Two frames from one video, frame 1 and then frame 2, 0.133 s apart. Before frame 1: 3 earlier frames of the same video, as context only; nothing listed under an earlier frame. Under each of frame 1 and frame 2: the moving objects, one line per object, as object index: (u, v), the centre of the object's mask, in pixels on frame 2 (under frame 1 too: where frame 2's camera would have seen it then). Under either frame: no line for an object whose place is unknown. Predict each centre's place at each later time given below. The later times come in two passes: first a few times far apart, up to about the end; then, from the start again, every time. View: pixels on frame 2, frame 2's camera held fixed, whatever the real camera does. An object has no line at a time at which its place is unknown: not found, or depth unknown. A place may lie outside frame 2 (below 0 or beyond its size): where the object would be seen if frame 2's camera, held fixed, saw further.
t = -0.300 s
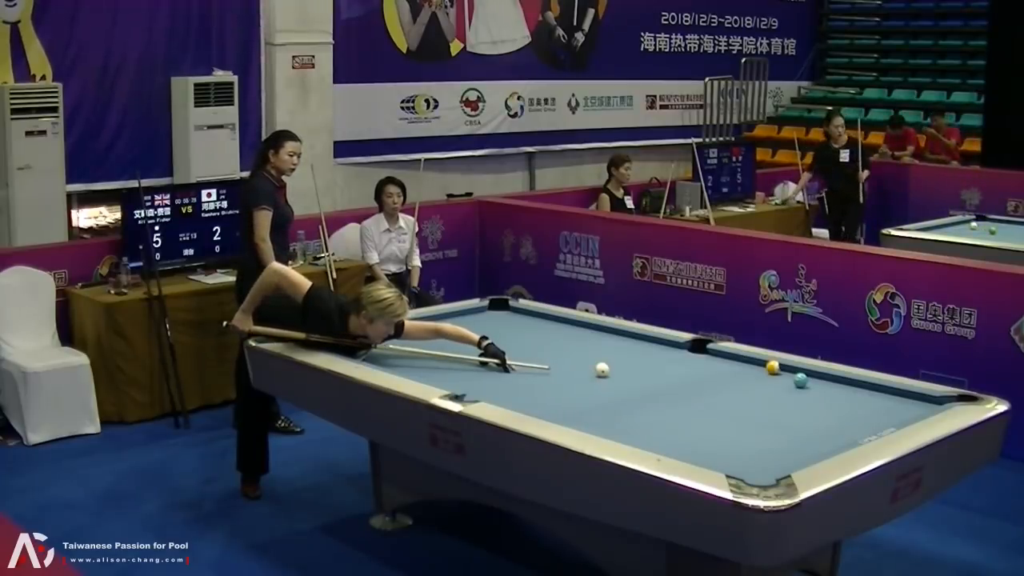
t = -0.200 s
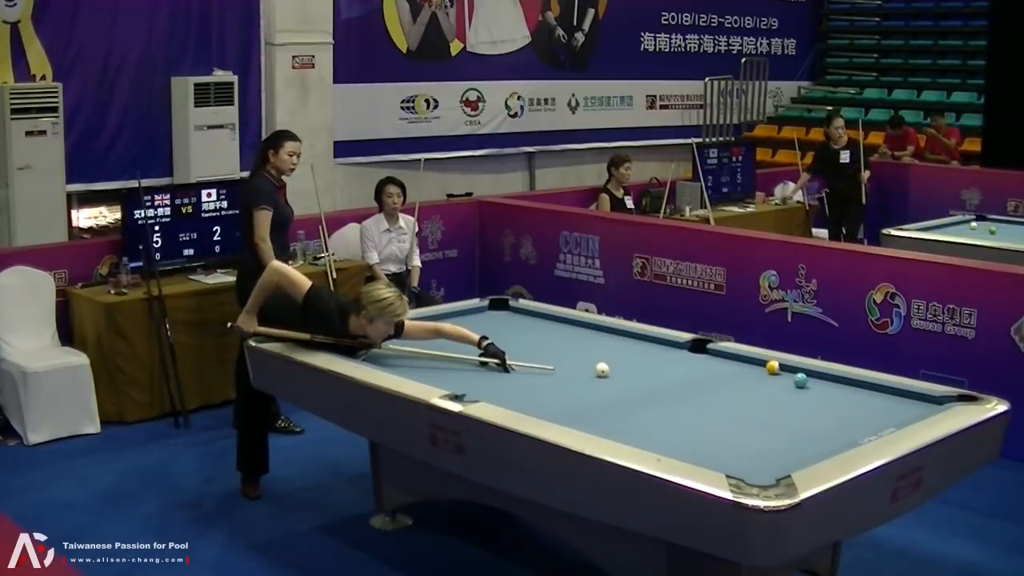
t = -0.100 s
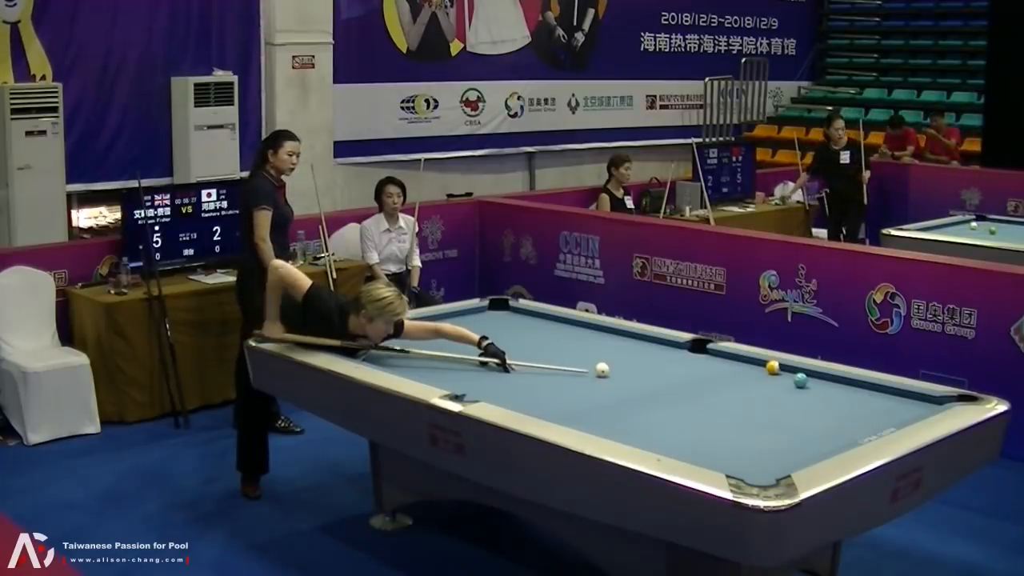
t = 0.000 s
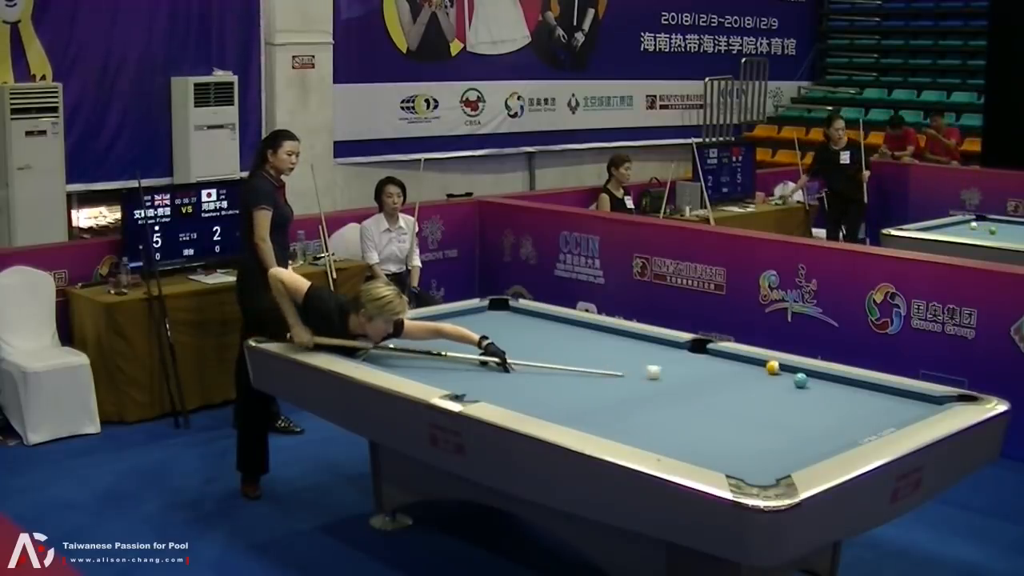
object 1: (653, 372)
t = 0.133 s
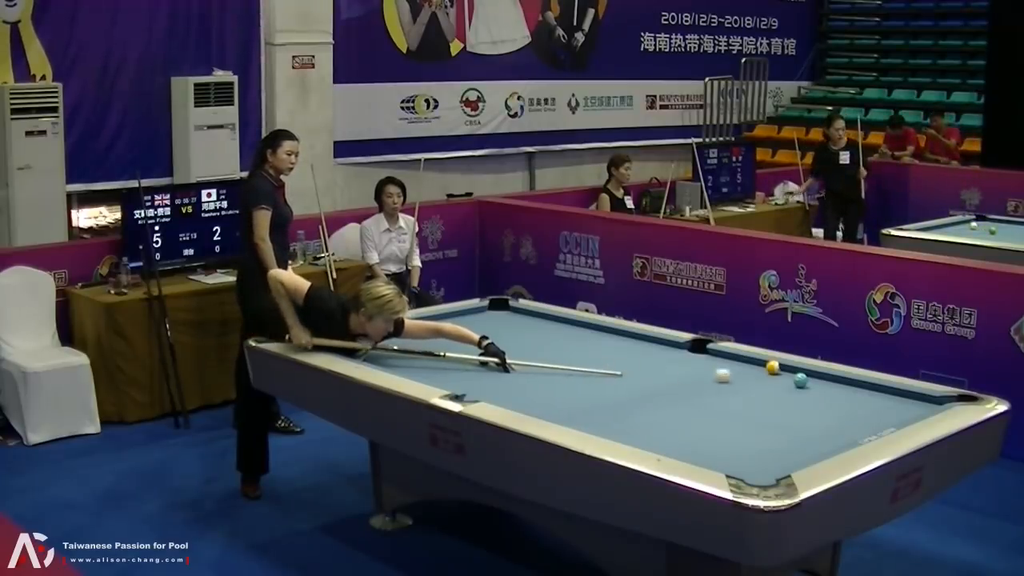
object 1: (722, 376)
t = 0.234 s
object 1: (767, 378)
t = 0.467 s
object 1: (799, 374)
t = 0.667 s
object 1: (794, 372)
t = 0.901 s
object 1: (778, 373)
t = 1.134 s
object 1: (761, 373)
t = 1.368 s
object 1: (747, 373)
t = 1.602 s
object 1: (733, 374)
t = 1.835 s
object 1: (720, 374)
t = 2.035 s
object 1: (710, 374)
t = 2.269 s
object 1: (698, 374)
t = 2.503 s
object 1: (689, 374)
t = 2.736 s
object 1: (680, 375)
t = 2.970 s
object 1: (672, 374)
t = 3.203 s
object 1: (665, 375)
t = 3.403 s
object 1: (660, 375)
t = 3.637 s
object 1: (655, 375)
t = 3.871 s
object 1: (651, 375)
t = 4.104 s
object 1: (648, 375)
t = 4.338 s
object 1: (646, 375)
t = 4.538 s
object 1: (645, 375)
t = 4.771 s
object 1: (645, 375)
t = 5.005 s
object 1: (645, 375)
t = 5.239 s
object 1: (645, 375)
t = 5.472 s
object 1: (645, 375)
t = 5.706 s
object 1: (645, 375)
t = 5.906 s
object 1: (645, 375)
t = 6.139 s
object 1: (645, 375)
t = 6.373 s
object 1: (645, 375)
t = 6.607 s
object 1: (645, 375)
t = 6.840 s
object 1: (645, 375)
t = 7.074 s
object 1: (645, 375)
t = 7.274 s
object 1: (645, 375)
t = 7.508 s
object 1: (645, 375)
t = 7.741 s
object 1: (645, 375)
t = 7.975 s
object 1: (645, 375)
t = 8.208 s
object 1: (645, 375)
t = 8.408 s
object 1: (645, 375)
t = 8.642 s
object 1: (645, 375)
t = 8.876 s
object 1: (645, 375)
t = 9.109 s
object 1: (645, 375)
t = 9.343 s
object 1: (645, 375)
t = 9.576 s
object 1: (645, 375)
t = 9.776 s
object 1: (645, 375)
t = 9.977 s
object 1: (645, 375)
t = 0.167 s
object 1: (738, 377)
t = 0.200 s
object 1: (753, 377)
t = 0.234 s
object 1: (767, 378)
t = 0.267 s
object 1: (782, 378)
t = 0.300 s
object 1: (789, 378)
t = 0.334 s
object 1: (791, 377)
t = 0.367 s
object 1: (793, 376)
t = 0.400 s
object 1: (795, 375)
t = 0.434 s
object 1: (797, 375)
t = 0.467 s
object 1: (799, 374)
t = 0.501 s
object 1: (801, 373)
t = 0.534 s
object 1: (803, 372)
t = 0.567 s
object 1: (801, 372)
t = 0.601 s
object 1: (798, 372)
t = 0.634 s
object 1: (796, 372)
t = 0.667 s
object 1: (794, 372)
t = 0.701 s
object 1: (791, 372)
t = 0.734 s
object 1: (789, 372)
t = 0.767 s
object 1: (786, 373)
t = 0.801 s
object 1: (784, 372)
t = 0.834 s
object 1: (782, 372)
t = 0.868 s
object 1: (780, 373)
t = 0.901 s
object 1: (778, 373)
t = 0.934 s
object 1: (775, 373)
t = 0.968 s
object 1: (773, 373)
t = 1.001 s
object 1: (771, 373)
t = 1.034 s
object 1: (768, 373)
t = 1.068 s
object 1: (766, 373)
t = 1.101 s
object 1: (764, 373)
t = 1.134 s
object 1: (761, 373)
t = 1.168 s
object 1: (759, 373)
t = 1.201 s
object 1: (758, 373)
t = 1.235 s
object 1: (756, 373)
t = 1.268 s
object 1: (754, 373)
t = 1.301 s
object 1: (751, 373)
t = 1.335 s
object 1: (749, 373)
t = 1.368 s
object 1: (747, 373)
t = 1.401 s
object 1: (745, 373)
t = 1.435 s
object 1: (743, 373)
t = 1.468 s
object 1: (741, 373)
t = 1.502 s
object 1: (739, 373)
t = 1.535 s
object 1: (737, 373)
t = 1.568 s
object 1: (735, 374)
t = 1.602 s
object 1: (733, 374)
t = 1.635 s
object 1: (732, 374)
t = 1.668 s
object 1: (729, 374)
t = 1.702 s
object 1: (727, 374)
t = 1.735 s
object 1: (725, 374)
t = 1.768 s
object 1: (723, 374)
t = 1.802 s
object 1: (722, 374)
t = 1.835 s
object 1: (720, 374)
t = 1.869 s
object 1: (719, 374)
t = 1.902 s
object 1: (717, 374)
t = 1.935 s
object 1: (715, 374)
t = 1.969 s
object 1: (713, 374)
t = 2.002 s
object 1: (712, 374)
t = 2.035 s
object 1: (710, 374)
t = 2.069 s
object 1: (708, 374)
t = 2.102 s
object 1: (707, 374)
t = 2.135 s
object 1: (705, 374)
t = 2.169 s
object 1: (703, 374)
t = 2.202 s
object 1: (702, 374)
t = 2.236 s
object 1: (700, 374)
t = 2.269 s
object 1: (698, 374)
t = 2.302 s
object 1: (697, 374)
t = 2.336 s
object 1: (696, 374)
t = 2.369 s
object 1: (694, 374)
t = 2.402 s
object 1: (692, 374)
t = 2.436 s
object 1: (691, 374)
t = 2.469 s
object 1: (690, 374)
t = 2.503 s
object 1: (689, 374)
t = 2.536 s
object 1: (688, 374)
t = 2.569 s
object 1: (686, 374)
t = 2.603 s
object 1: (684, 375)
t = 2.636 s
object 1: (683, 374)
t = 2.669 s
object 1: (682, 374)
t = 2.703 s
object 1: (681, 375)
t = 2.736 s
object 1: (680, 375)
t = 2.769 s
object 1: (678, 374)
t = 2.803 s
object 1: (677, 375)
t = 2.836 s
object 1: (676, 374)
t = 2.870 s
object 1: (675, 374)
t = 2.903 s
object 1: (674, 375)
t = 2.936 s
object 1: (672, 375)
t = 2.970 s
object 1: (672, 374)
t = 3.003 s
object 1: (670, 375)
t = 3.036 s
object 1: (669, 375)
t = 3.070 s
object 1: (668, 375)
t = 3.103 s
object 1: (667, 374)
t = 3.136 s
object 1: (666, 375)
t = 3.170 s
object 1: (665, 375)
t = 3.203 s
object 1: (665, 375)
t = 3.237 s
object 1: (664, 375)
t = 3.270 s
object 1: (663, 375)
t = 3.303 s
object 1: (662, 375)
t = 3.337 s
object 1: (661, 375)
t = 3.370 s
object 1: (660, 375)
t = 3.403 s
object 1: (660, 375)
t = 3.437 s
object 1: (659, 375)
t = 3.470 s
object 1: (658, 375)
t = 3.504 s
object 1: (657, 374)
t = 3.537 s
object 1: (657, 375)
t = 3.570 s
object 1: (656, 375)
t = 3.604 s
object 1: (655, 375)
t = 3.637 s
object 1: (655, 375)
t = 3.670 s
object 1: (654, 375)
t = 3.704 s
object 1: (654, 375)
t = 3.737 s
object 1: (653, 375)
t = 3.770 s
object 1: (653, 375)
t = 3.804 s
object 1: (652, 375)
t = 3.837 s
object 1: (651, 375)
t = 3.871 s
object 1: (651, 375)
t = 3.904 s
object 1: (651, 375)
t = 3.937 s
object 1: (650, 375)
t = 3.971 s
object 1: (650, 375)
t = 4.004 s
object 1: (649, 375)
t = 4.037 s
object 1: (649, 375)
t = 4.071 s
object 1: (648, 375)
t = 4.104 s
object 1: (648, 375)
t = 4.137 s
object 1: (648, 375)
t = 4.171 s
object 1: (647, 375)
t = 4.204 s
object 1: (647, 375)
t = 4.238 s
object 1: (647, 375)
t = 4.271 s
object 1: (647, 375)
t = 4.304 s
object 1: (646, 375)
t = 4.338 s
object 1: (646, 375)
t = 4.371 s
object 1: (646, 375)
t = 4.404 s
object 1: (646, 375)
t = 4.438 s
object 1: (646, 375)
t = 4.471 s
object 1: (646, 375)
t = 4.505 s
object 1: (645, 375)
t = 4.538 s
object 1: (645, 375)
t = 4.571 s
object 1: (645, 375)
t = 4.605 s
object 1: (645, 375)
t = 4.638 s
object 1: (645, 375)
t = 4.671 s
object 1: (645, 375)
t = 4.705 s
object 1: (645, 375)
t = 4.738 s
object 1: (645, 375)
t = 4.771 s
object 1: (645, 375)
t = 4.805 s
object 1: (645, 375)
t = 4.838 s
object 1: (645, 375)
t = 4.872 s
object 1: (645, 375)
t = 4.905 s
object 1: (645, 375)
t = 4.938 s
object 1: (645, 375)
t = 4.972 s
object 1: (645, 375)
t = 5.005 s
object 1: (645, 375)
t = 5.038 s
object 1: (645, 375)
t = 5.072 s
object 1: (645, 375)
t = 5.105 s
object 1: (645, 375)
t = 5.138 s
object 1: (645, 375)
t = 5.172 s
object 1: (645, 375)
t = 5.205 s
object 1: (645, 375)
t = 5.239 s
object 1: (645, 375)
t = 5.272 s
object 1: (645, 375)
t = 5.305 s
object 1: (645, 375)
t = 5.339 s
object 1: (645, 375)
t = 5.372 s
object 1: (645, 375)
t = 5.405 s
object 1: (645, 375)
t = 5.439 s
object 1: (645, 375)
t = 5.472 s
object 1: (645, 375)
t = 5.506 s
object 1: (645, 375)
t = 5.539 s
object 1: (645, 375)
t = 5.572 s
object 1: (645, 375)
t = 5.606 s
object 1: (645, 375)
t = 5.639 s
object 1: (645, 375)
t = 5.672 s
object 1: (645, 375)
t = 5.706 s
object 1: (645, 375)
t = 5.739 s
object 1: (645, 375)
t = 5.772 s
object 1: (645, 375)
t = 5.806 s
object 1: (645, 375)
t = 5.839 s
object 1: (645, 375)
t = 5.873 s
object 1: (645, 375)
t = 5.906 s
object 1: (645, 375)
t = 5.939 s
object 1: (645, 375)
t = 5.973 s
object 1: (645, 375)
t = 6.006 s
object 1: (645, 375)
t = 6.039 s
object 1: (645, 375)
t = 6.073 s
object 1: (645, 375)
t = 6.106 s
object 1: (645, 375)
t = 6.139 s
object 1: (645, 375)
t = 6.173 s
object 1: (645, 375)
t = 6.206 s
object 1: (645, 375)
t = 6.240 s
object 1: (645, 375)
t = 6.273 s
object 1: (645, 375)
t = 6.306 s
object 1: (645, 375)
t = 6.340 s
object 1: (645, 375)
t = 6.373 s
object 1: (645, 375)
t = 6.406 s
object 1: (645, 375)
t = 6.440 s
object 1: (645, 375)
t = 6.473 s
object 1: (645, 375)
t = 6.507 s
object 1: (645, 375)
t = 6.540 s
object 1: (645, 375)
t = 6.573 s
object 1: (645, 375)
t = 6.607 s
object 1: (645, 375)
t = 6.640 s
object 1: (645, 375)
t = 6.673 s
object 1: (645, 375)
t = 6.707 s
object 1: (645, 375)
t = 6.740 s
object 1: (645, 375)
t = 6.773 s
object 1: (645, 375)
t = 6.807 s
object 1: (645, 375)
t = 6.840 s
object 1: (645, 375)
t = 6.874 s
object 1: (645, 375)
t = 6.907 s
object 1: (645, 375)
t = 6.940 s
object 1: (645, 375)
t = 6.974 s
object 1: (645, 375)
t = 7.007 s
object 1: (645, 375)
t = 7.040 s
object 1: (645, 375)
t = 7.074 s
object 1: (645, 375)
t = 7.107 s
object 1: (645, 375)
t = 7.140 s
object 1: (645, 375)
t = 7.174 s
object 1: (645, 375)
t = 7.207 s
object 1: (645, 375)
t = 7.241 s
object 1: (645, 375)
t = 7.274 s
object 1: (645, 375)
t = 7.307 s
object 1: (645, 375)
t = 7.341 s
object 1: (645, 375)
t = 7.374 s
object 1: (645, 375)
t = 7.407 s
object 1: (645, 375)
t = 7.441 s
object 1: (645, 375)
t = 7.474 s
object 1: (645, 375)
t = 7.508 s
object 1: (645, 375)
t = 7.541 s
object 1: (645, 375)
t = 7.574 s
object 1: (645, 375)
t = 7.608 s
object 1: (645, 375)
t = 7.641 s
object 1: (645, 375)
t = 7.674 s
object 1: (645, 375)
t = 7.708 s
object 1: (645, 375)
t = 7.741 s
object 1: (645, 375)
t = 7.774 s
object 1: (645, 375)
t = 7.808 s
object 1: (645, 375)
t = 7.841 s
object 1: (645, 375)
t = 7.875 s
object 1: (645, 375)
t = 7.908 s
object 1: (645, 375)
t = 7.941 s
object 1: (645, 375)
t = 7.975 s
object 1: (645, 375)
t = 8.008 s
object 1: (645, 375)
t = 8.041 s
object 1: (645, 375)
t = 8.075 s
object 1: (645, 375)
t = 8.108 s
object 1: (645, 375)
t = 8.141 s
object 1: (645, 375)
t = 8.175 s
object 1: (645, 375)
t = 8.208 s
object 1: (645, 375)
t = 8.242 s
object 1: (645, 375)
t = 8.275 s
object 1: (645, 375)
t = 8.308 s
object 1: (645, 375)
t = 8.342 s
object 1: (645, 375)
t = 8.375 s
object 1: (645, 375)
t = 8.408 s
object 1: (645, 375)
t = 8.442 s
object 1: (645, 375)
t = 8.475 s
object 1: (645, 375)
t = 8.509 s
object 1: (645, 375)
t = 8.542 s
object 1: (645, 375)
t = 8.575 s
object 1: (645, 375)
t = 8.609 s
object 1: (645, 375)
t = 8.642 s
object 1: (645, 375)
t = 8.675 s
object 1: (645, 375)
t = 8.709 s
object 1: (645, 375)
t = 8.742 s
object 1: (645, 375)
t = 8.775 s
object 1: (645, 375)
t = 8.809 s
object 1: (645, 375)
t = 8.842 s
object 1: (645, 375)
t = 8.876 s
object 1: (645, 375)
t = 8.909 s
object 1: (645, 375)
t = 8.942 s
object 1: (645, 375)
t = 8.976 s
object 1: (645, 375)
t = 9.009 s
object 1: (645, 375)
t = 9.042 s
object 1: (645, 375)
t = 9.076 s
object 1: (645, 375)
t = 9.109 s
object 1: (645, 375)
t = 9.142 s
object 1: (645, 375)
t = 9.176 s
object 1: (645, 375)
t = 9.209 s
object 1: (645, 375)
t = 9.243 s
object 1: (645, 375)
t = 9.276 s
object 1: (645, 375)
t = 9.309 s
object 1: (645, 375)
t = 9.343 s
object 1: (645, 375)
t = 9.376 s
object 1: (645, 375)
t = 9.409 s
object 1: (645, 375)
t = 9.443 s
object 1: (645, 375)
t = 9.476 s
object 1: (645, 375)
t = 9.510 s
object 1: (645, 375)
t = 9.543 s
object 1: (645, 375)
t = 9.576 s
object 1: (645, 375)
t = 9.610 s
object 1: (645, 375)
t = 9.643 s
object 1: (645, 375)
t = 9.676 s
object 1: (645, 375)
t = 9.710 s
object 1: (645, 375)
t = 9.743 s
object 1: (645, 375)
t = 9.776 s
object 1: (645, 375)
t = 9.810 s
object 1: (645, 375)
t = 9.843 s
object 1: (645, 375)
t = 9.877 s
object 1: (645, 375)
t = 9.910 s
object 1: (645, 375)
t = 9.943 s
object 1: (645, 375)
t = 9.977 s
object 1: (645, 375)
